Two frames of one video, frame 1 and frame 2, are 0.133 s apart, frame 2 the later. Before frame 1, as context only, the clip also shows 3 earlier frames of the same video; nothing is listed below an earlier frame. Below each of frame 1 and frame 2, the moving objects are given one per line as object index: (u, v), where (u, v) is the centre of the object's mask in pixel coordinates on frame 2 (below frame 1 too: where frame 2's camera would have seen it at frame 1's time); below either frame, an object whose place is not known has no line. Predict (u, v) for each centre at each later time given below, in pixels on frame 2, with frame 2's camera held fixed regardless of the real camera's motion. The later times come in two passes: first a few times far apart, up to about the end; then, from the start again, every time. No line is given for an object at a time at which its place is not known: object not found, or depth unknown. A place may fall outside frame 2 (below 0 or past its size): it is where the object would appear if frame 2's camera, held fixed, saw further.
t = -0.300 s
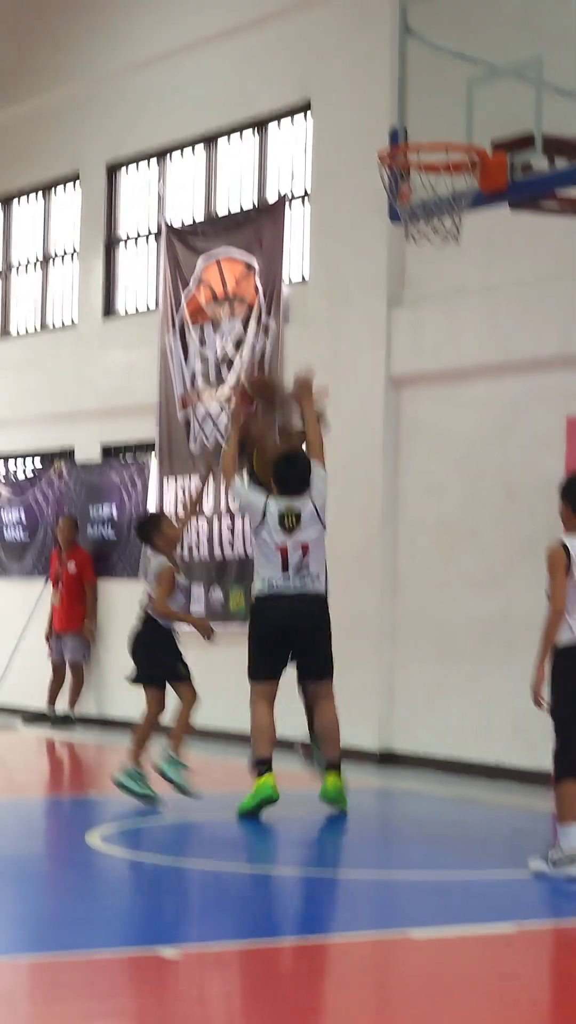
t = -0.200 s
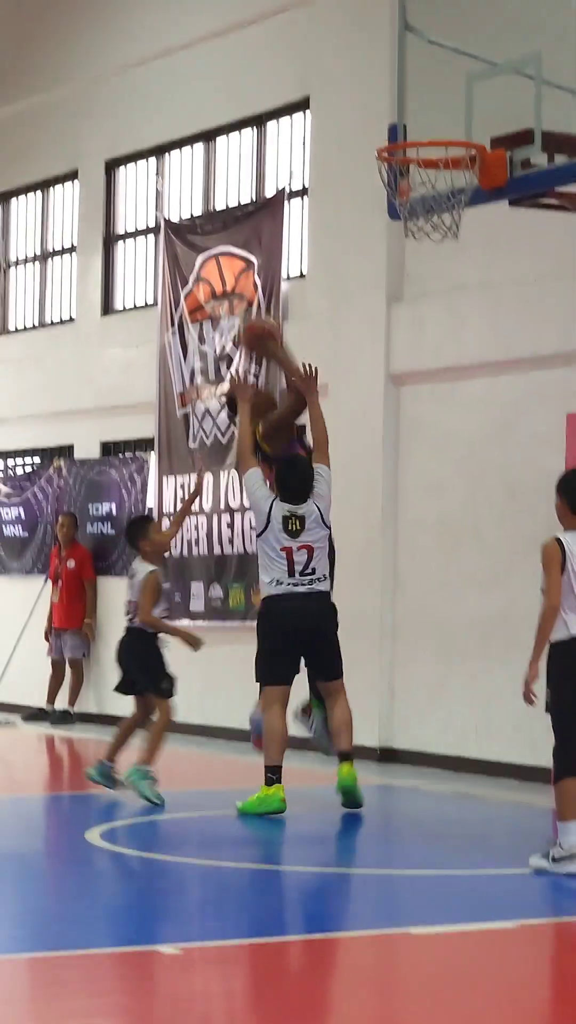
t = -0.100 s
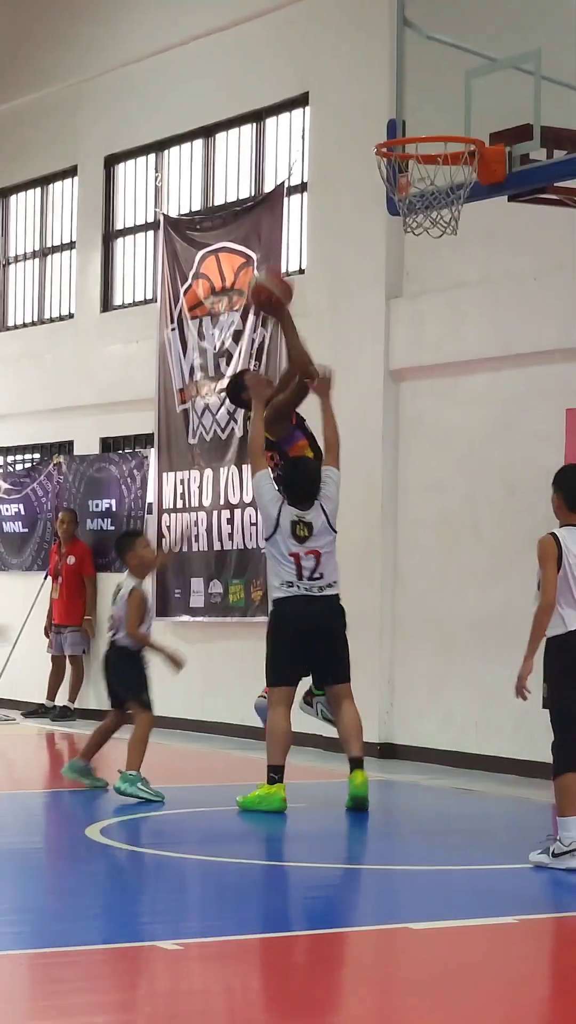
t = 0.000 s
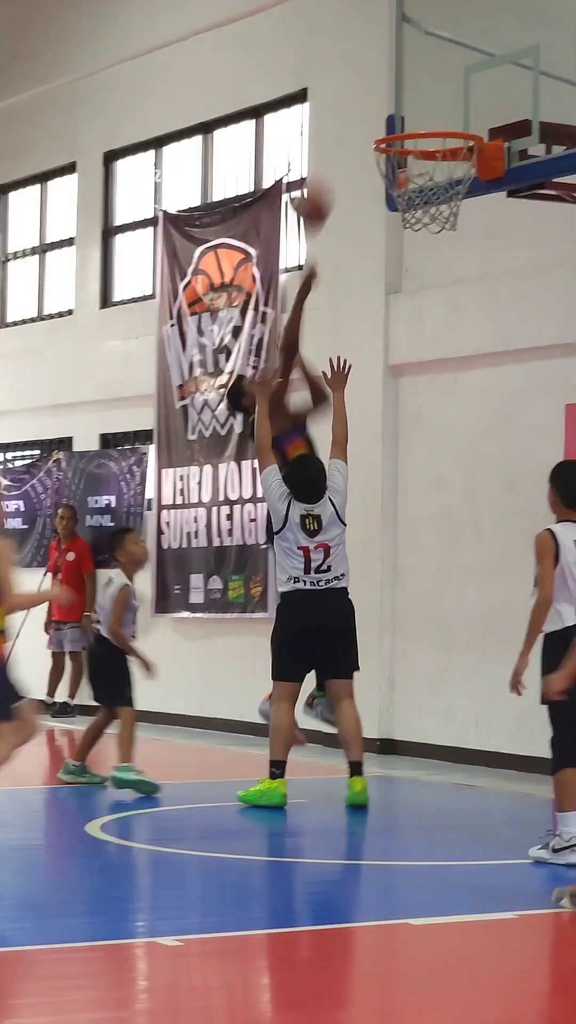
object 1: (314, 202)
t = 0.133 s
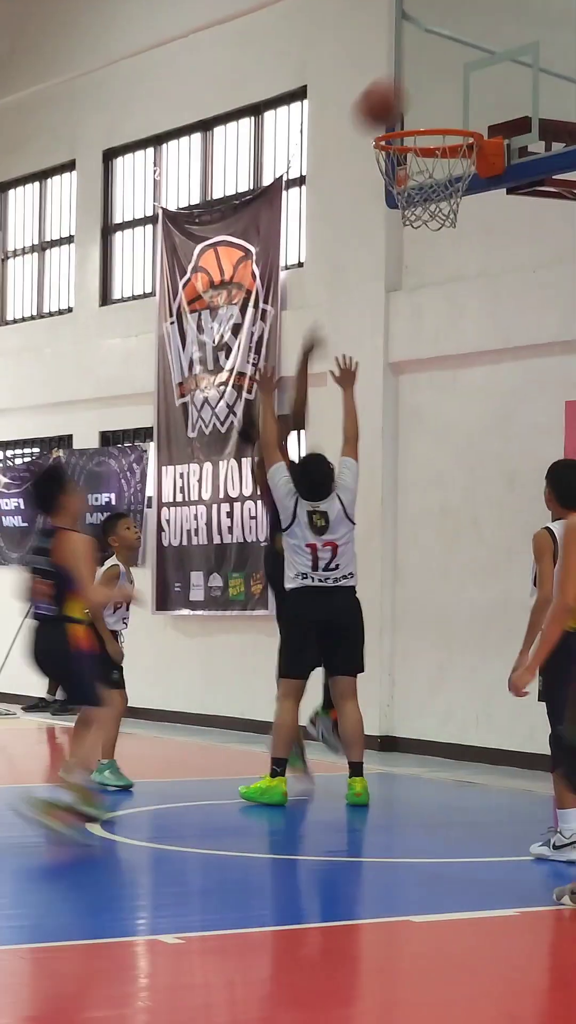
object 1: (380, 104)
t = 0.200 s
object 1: (415, 71)
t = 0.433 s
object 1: (424, 73)
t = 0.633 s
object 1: (417, 106)
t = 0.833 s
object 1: (393, 142)
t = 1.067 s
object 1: (369, 287)
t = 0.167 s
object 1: (400, 85)
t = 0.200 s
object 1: (415, 71)
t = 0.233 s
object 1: (417, 65)
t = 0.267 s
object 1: (418, 61)
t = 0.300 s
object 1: (419, 59)
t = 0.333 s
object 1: (421, 59)
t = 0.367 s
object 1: (422, 62)
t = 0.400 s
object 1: (423, 66)
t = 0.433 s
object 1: (424, 73)
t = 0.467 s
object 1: (425, 84)
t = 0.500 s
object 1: (426, 97)
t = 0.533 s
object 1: (427, 109)
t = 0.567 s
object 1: (425, 110)
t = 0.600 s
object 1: (422, 107)
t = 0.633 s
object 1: (417, 106)
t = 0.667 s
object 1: (413, 106)
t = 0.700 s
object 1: (409, 109)
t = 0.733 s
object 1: (406, 112)
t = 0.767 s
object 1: (402, 118)
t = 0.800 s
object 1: (398, 123)
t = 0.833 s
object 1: (393, 142)
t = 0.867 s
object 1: (387, 164)
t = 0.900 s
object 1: (383, 175)
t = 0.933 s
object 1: (378, 197)
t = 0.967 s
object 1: (376, 215)
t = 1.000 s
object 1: (376, 238)
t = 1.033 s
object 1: (372, 261)
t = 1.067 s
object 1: (369, 287)
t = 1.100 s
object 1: (365, 315)
